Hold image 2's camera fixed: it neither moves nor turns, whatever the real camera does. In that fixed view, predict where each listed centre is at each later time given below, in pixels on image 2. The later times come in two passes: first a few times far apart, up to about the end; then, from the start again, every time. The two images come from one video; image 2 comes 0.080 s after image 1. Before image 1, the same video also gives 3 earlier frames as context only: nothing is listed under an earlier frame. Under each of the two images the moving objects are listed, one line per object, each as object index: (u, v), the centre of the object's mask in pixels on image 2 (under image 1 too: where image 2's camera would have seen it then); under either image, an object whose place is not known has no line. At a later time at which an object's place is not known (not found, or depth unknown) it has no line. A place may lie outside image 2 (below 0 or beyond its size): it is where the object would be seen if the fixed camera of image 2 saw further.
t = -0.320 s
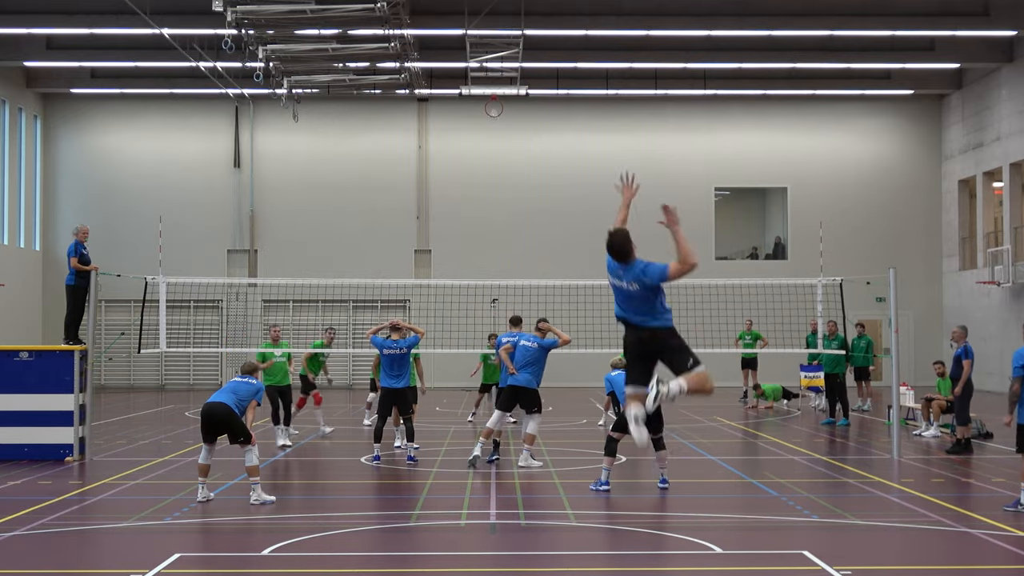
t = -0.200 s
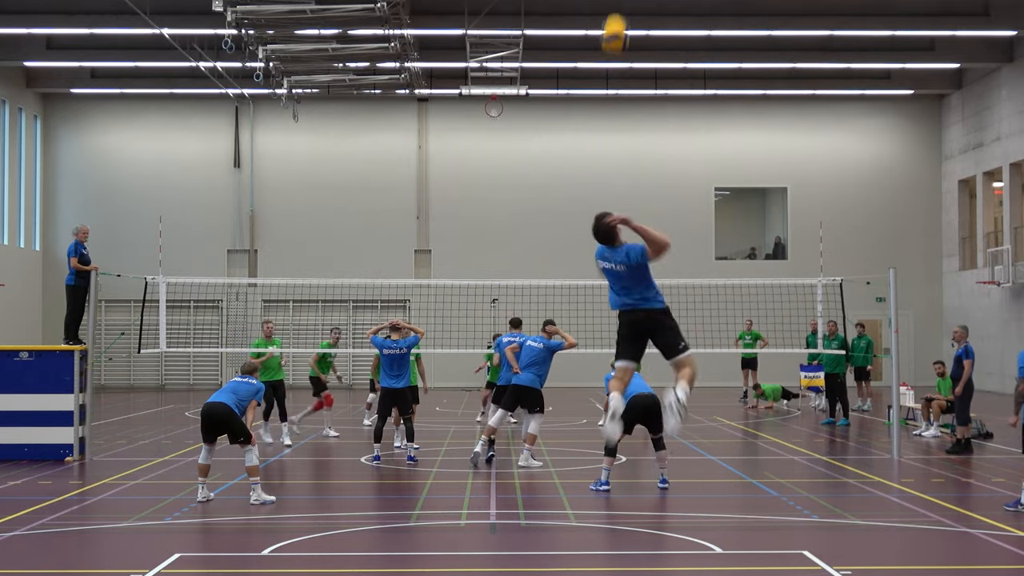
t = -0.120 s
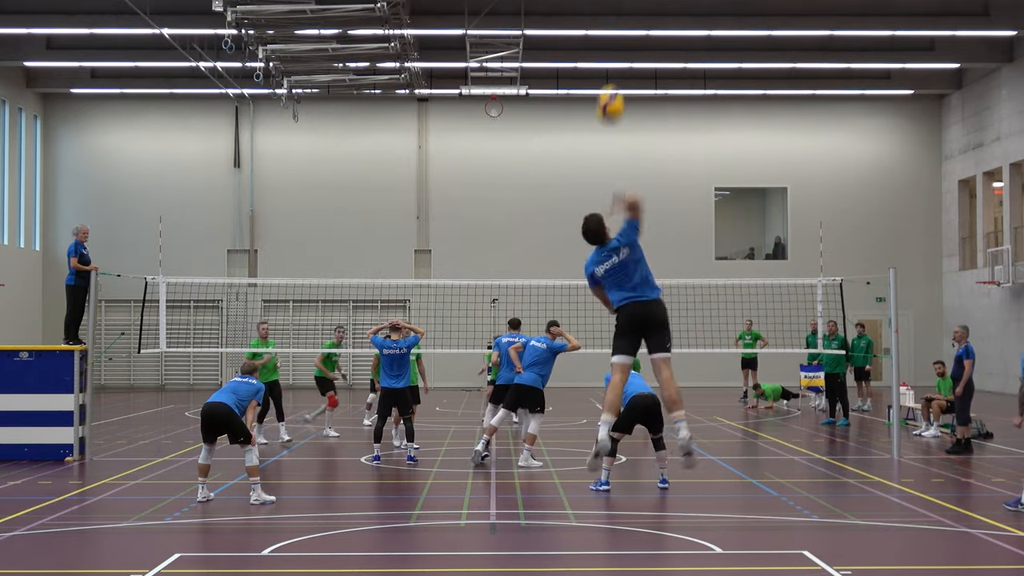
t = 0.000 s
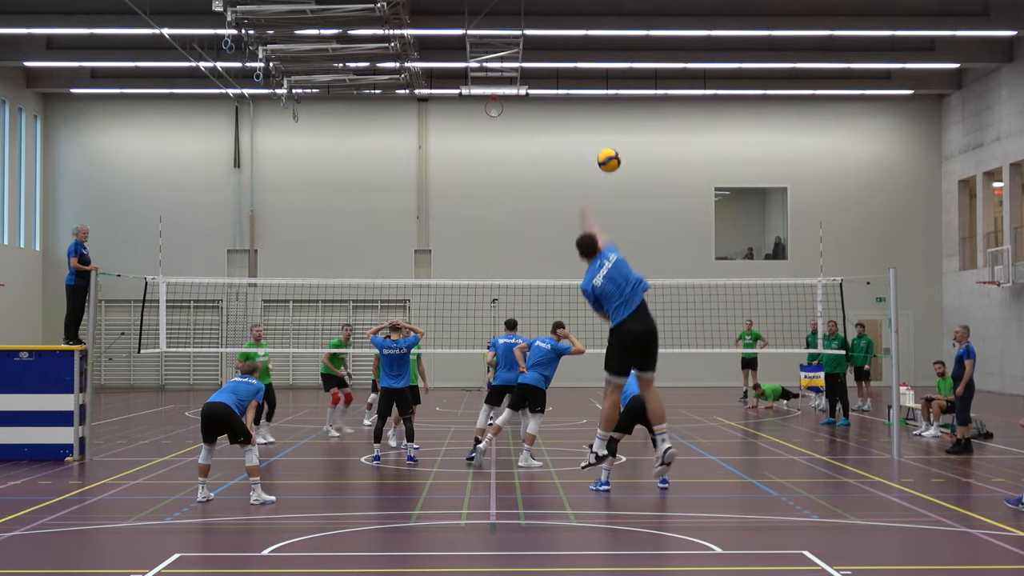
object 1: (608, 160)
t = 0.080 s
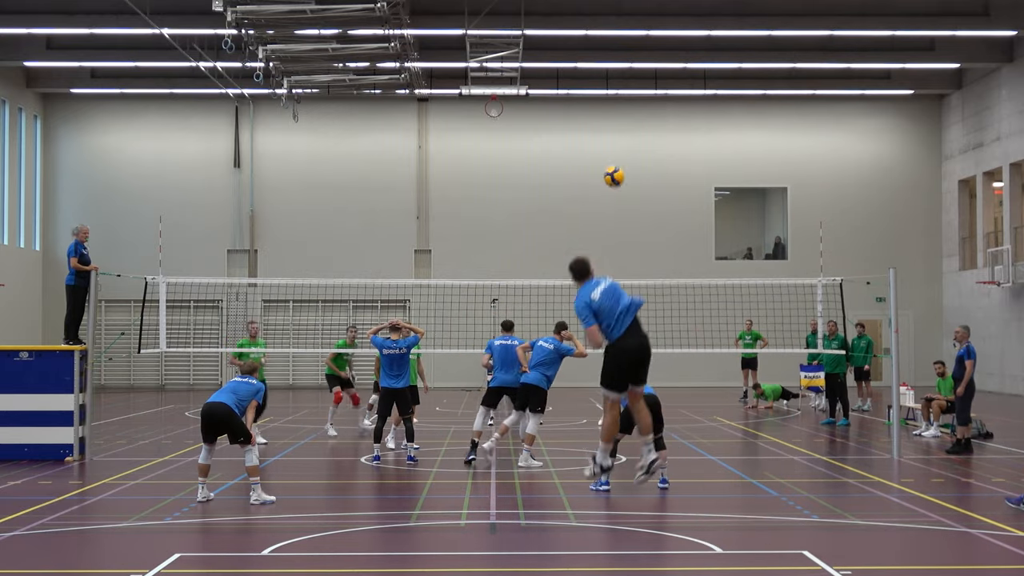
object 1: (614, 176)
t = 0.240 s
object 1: (626, 224)
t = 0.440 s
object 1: (644, 293)
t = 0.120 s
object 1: (617, 187)
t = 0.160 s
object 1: (620, 199)
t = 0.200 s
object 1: (622, 210)
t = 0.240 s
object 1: (626, 224)
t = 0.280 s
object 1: (629, 236)
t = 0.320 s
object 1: (633, 250)
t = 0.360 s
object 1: (636, 265)
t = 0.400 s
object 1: (640, 275)
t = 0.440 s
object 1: (644, 293)
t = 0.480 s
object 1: (647, 308)
